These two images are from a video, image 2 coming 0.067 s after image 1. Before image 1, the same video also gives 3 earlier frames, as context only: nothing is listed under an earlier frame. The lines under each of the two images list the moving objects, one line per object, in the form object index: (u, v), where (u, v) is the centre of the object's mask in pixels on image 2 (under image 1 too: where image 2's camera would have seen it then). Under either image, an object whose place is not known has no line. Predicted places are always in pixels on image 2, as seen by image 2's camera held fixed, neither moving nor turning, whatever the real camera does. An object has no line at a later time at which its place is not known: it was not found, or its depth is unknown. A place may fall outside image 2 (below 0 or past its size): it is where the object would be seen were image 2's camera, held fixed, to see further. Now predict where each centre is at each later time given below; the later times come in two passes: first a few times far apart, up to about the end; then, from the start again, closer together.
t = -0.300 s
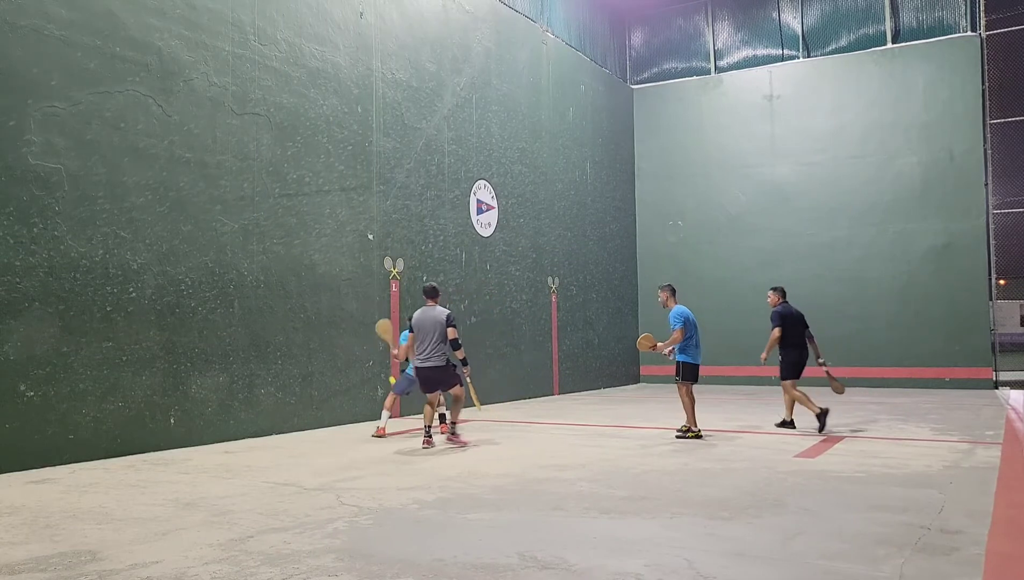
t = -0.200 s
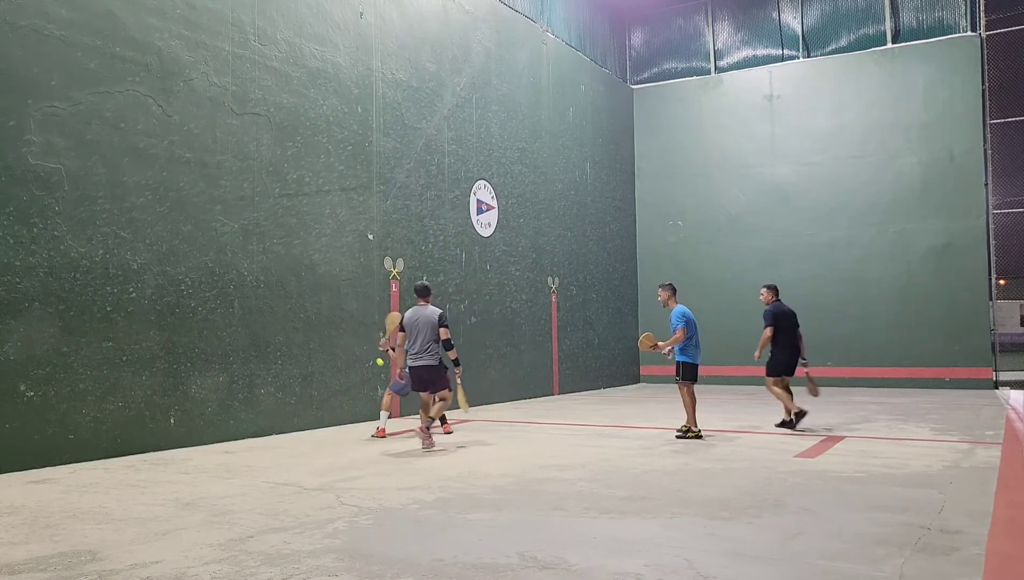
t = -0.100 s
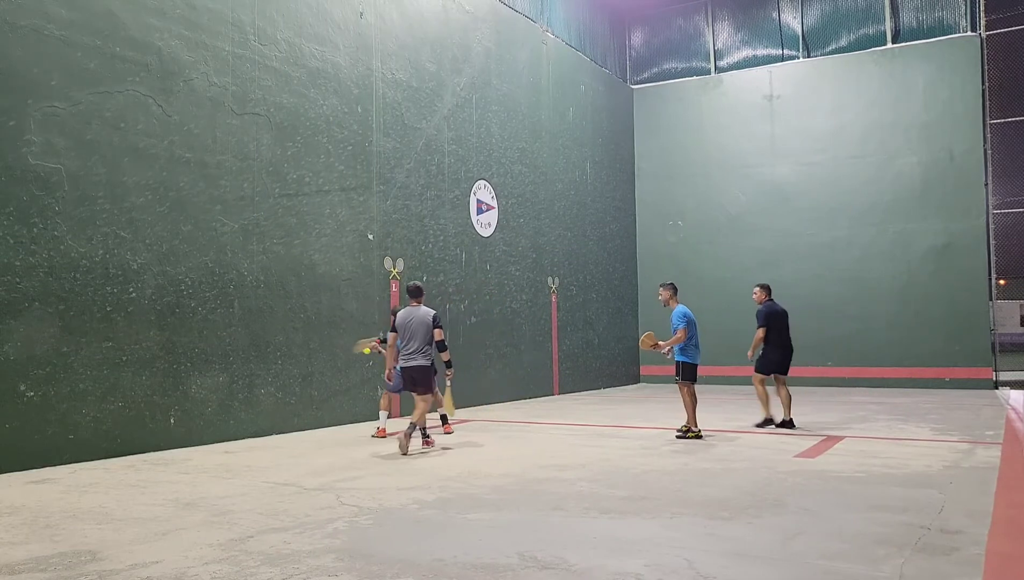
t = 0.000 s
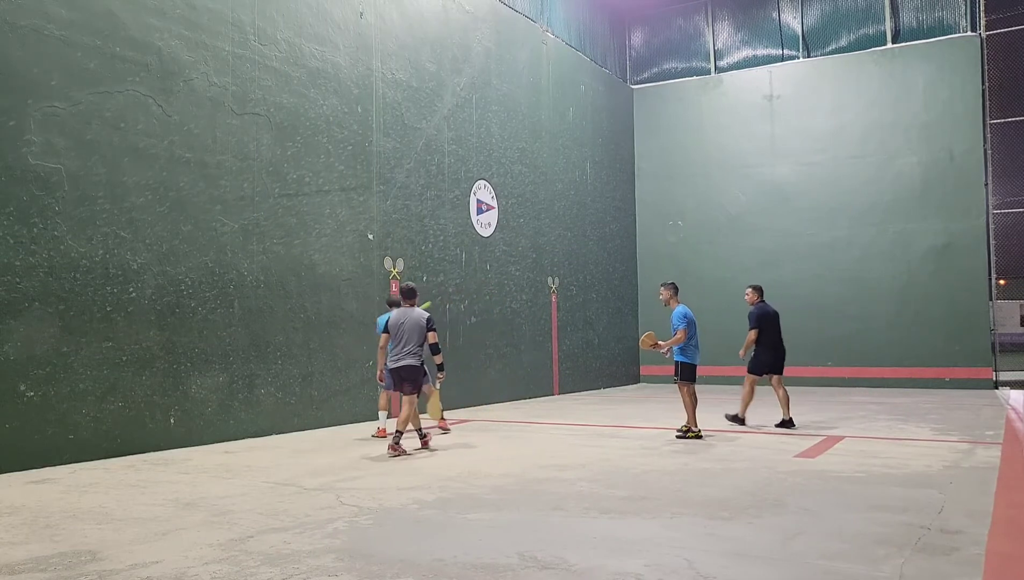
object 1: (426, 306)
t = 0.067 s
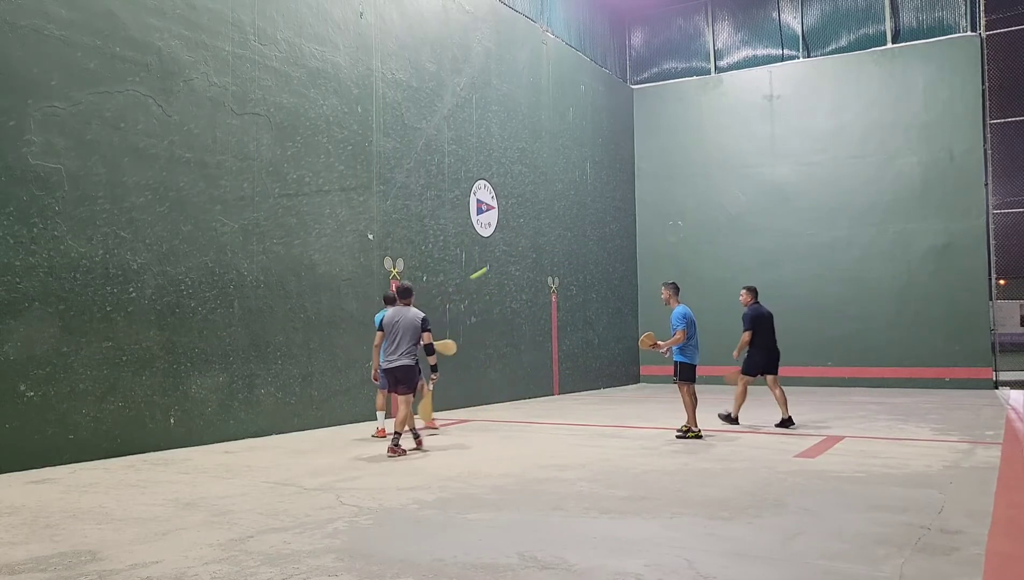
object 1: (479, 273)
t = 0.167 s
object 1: (544, 237)
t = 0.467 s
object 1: (652, 192)
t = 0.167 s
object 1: (544, 237)
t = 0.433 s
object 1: (647, 194)
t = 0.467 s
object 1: (652, 192)
